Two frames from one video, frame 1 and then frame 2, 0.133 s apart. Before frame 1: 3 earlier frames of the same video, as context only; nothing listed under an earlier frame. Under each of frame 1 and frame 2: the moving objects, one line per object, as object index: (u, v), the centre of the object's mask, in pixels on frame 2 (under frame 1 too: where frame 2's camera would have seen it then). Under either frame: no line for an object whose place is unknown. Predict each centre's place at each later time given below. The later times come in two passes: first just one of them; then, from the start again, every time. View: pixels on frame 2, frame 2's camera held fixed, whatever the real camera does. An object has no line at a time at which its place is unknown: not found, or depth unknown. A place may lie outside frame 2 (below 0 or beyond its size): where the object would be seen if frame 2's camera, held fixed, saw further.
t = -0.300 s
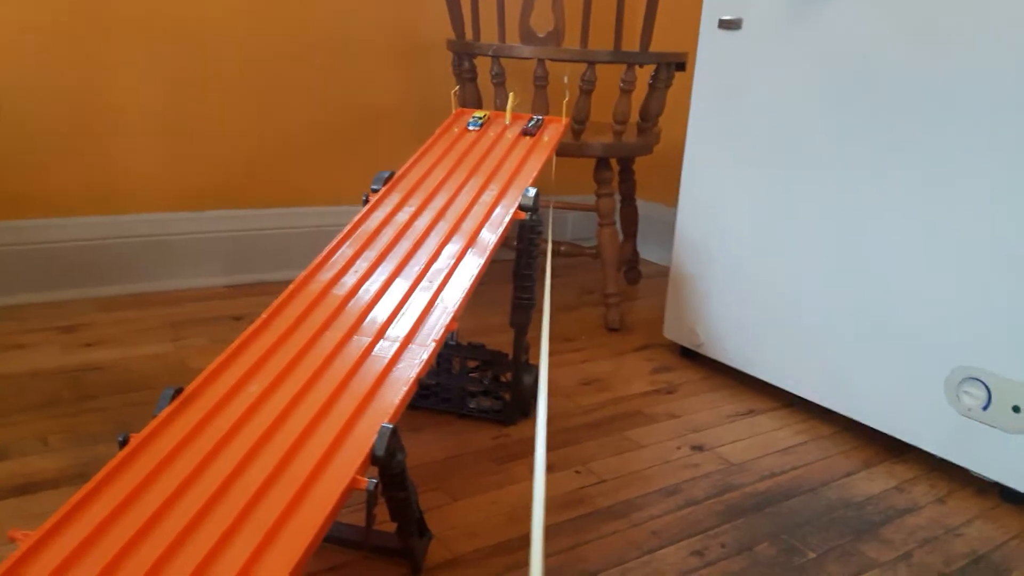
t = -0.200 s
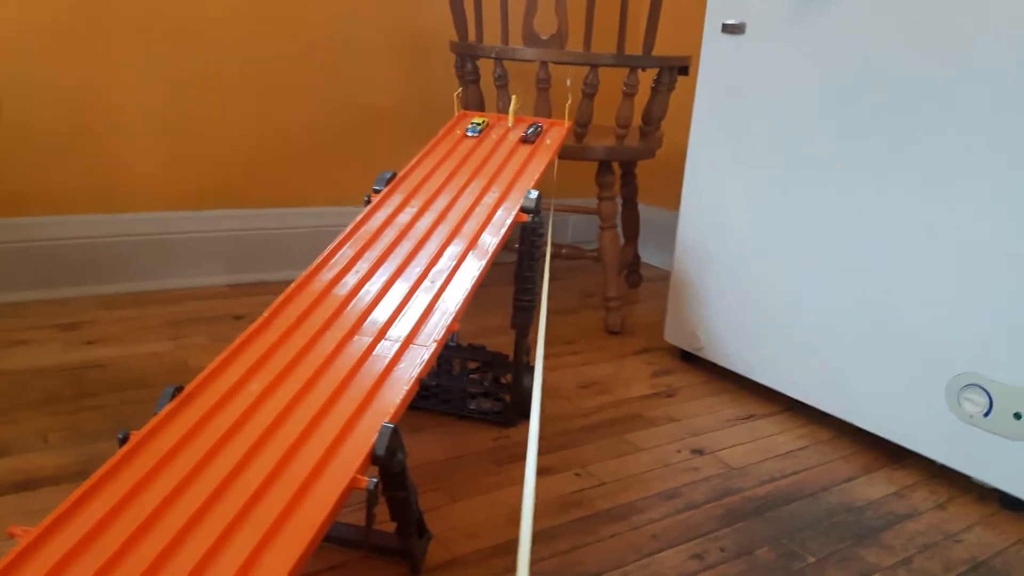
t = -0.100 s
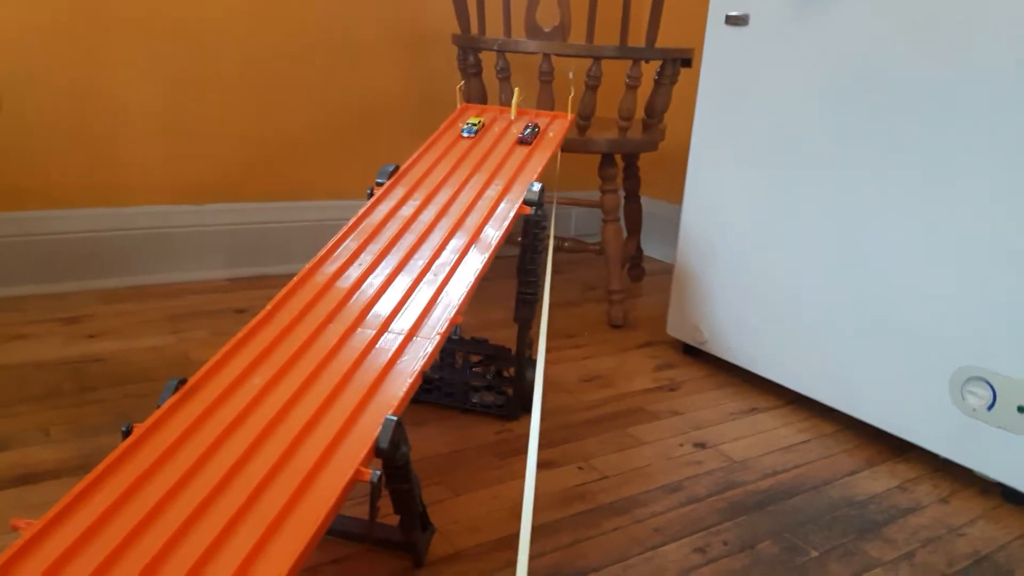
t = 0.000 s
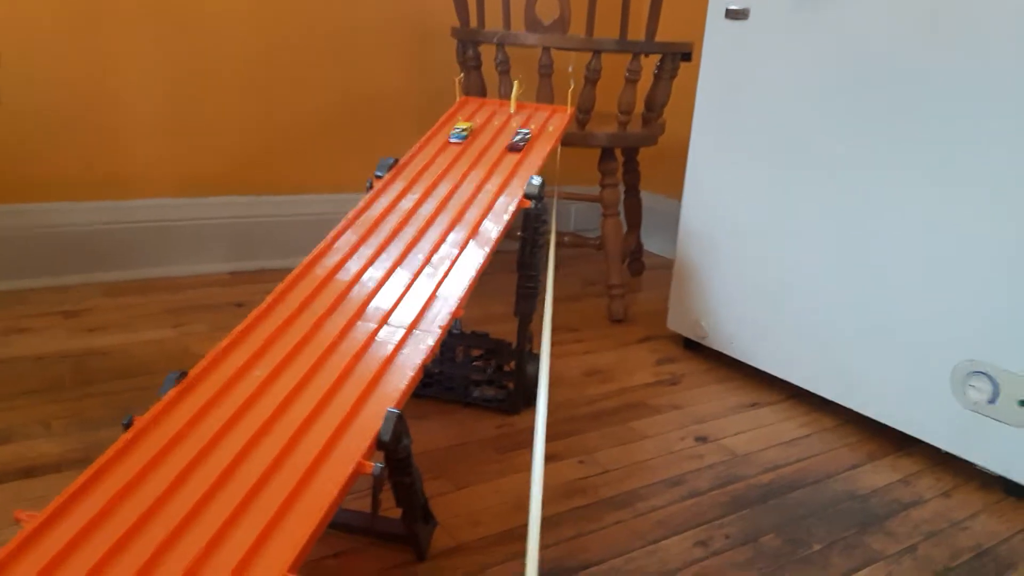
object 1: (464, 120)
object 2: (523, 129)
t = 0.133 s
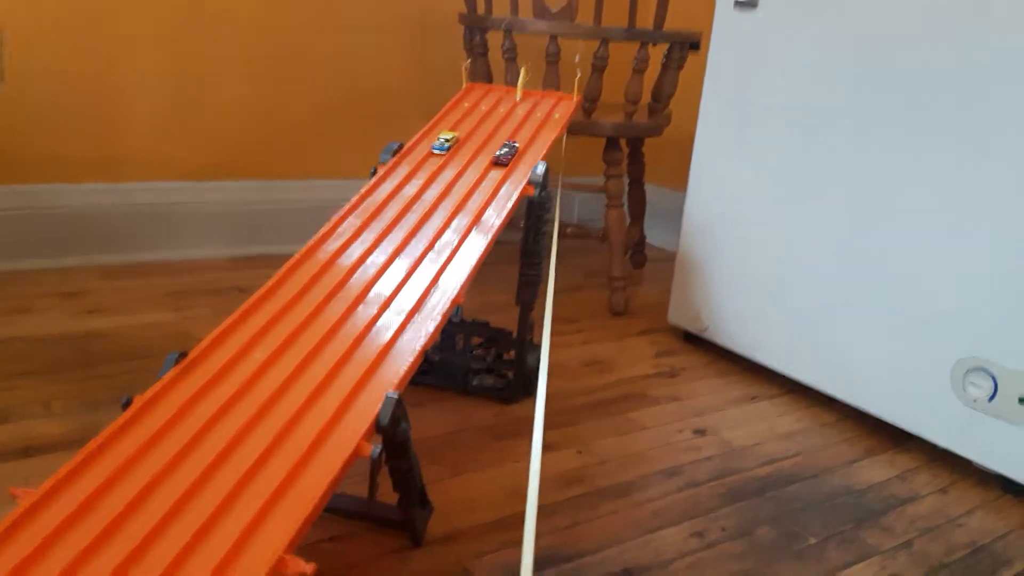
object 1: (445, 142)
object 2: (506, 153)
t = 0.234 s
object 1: (421, 169)
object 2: (484, 182)
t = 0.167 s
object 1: (439, 150)
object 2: (501, 162)
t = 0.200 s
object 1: (427, 160)
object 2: (491, 172)
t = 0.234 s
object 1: (421, 169)
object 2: (484, 182)
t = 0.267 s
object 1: (412, 179)
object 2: (477, 193)
